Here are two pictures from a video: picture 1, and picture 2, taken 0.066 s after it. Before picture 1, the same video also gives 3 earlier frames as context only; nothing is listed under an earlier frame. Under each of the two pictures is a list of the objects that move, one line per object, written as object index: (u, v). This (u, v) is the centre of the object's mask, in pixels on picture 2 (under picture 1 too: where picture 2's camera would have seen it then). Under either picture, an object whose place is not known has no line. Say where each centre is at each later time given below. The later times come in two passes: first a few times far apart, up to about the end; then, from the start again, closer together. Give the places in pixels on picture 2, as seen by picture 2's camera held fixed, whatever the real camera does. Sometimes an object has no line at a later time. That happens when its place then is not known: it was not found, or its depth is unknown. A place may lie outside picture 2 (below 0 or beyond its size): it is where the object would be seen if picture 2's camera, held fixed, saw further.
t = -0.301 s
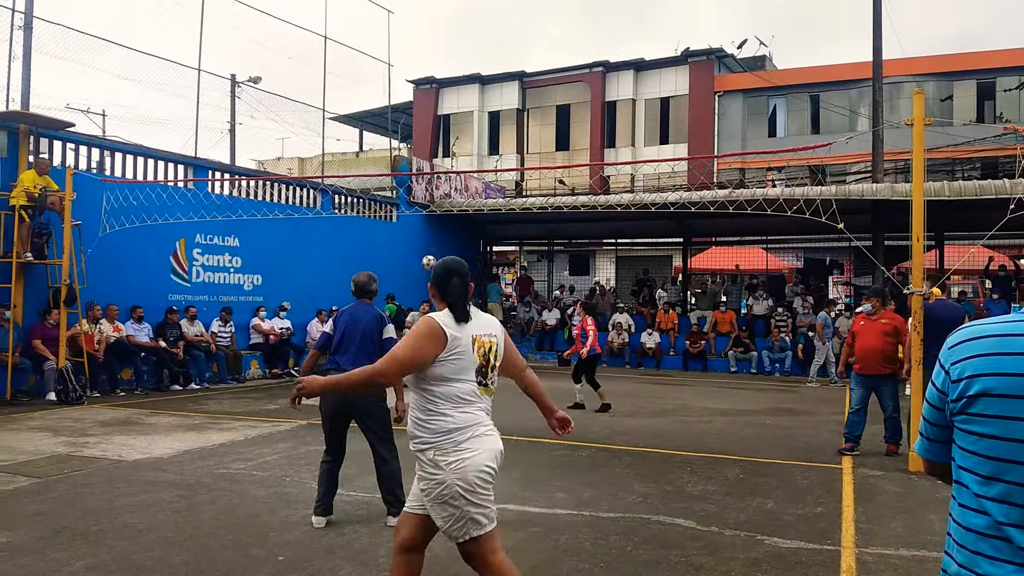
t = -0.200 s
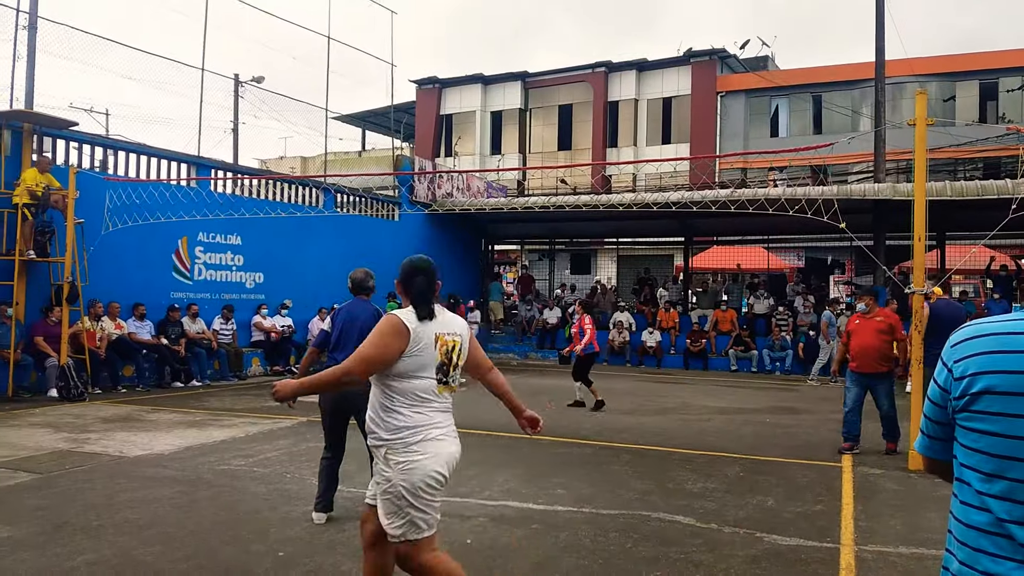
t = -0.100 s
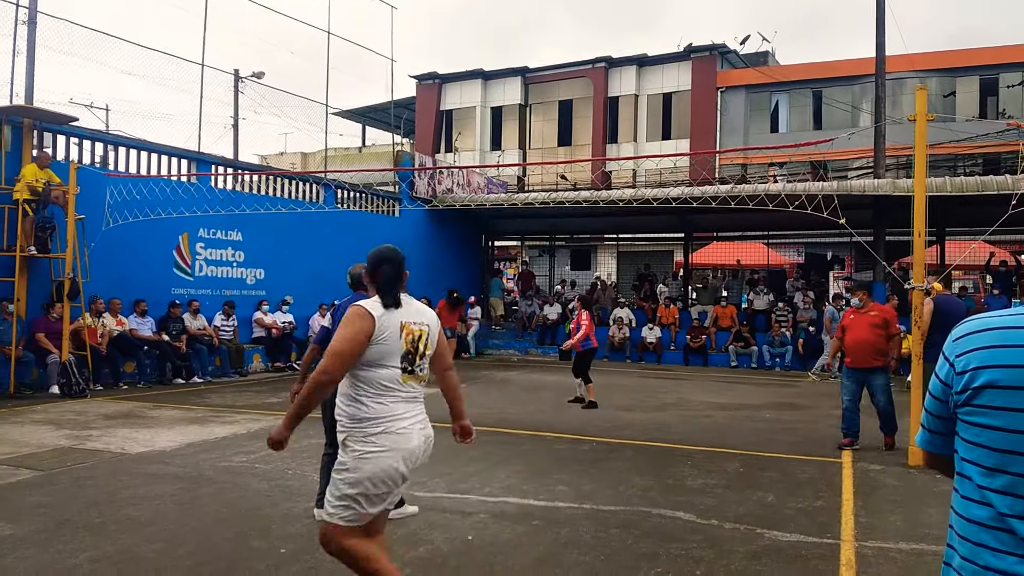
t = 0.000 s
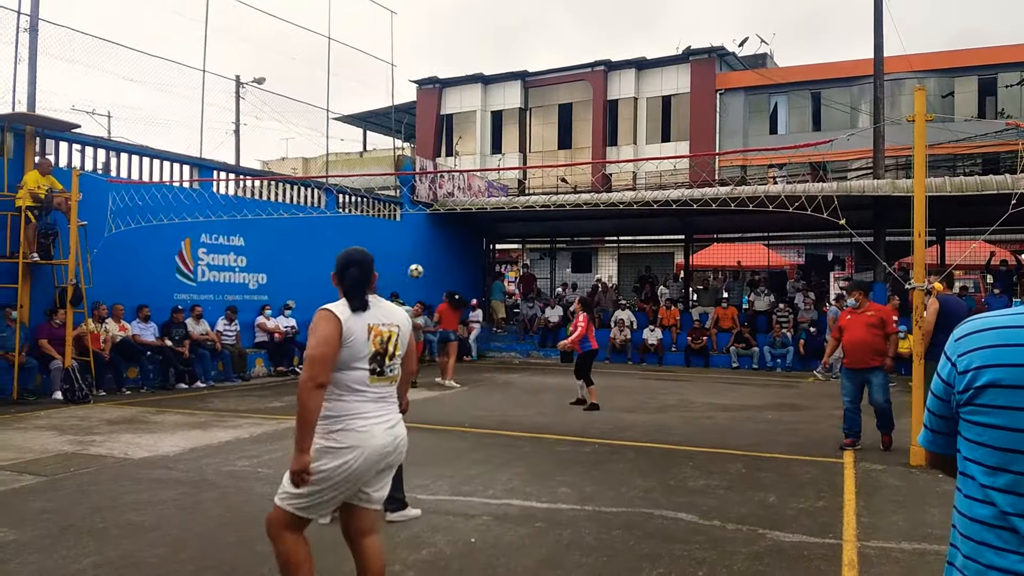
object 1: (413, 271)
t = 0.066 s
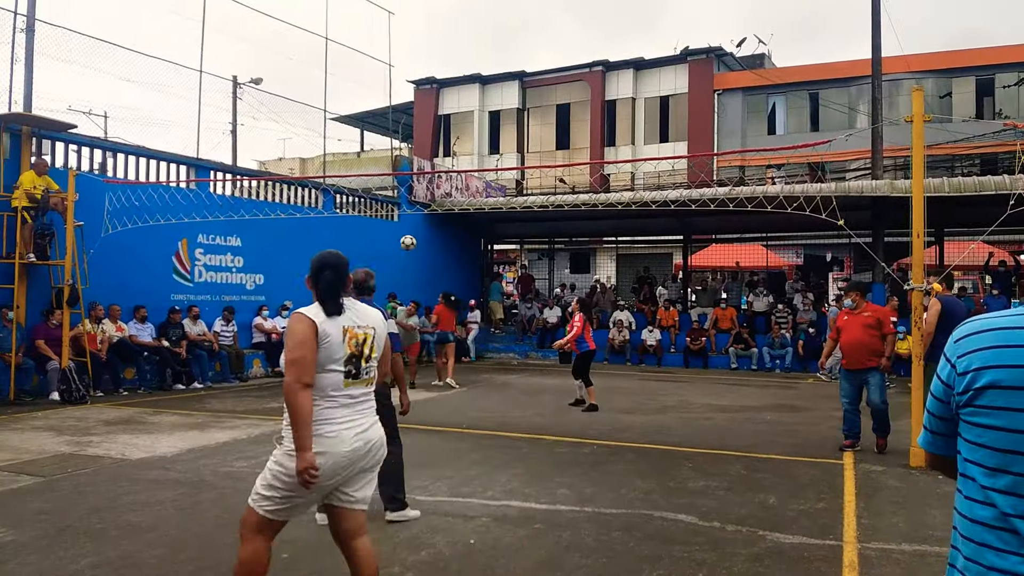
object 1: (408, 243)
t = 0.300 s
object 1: (388, 152)
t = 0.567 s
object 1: (358, 72)
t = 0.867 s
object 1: (314, 39)
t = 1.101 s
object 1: (261, 90)
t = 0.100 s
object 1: (406, 229)
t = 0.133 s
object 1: (402, 215)
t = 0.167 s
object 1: (399, 202)
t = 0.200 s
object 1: (396, 188)
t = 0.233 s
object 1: (394, 176)
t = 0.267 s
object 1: (391, 164)
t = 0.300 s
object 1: (388, 152)
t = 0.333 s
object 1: (385, 141)
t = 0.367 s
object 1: (381, 129)
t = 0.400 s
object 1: (378, 118)
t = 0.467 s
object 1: (370, 98)
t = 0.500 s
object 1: (366, 89)
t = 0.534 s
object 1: (362, 81)
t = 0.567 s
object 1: (358, 72)
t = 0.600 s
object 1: (354, 65)
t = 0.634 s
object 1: (349, 59)
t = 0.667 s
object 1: (345, 53)
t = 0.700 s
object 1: (341, 48)
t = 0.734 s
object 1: (336, 44)
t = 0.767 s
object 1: (331, 41)
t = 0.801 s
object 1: (326, 39)
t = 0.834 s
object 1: (320, 38)
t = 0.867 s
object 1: (314, 39)
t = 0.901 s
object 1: (308, 39)
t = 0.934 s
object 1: (301, 44)
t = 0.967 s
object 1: (295, 50)
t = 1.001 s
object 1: (287, 56)
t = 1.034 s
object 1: (280, 66)
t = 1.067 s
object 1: (271, 77)
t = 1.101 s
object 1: (261, 90)
